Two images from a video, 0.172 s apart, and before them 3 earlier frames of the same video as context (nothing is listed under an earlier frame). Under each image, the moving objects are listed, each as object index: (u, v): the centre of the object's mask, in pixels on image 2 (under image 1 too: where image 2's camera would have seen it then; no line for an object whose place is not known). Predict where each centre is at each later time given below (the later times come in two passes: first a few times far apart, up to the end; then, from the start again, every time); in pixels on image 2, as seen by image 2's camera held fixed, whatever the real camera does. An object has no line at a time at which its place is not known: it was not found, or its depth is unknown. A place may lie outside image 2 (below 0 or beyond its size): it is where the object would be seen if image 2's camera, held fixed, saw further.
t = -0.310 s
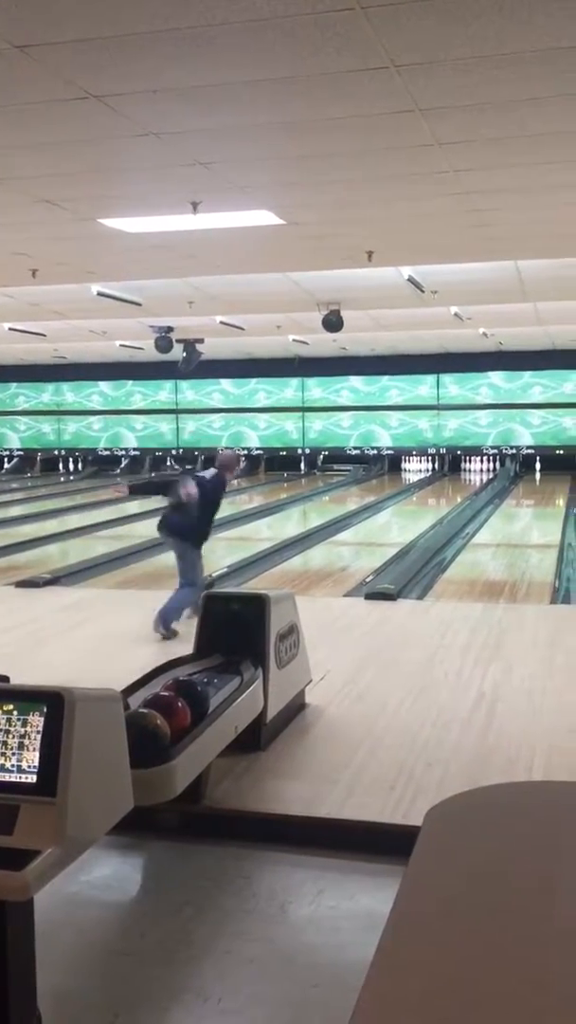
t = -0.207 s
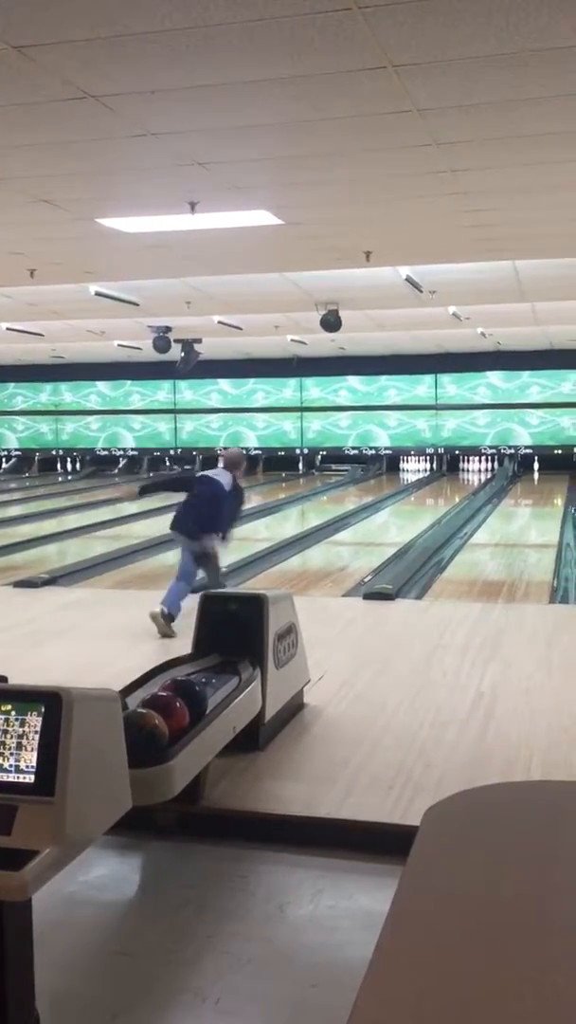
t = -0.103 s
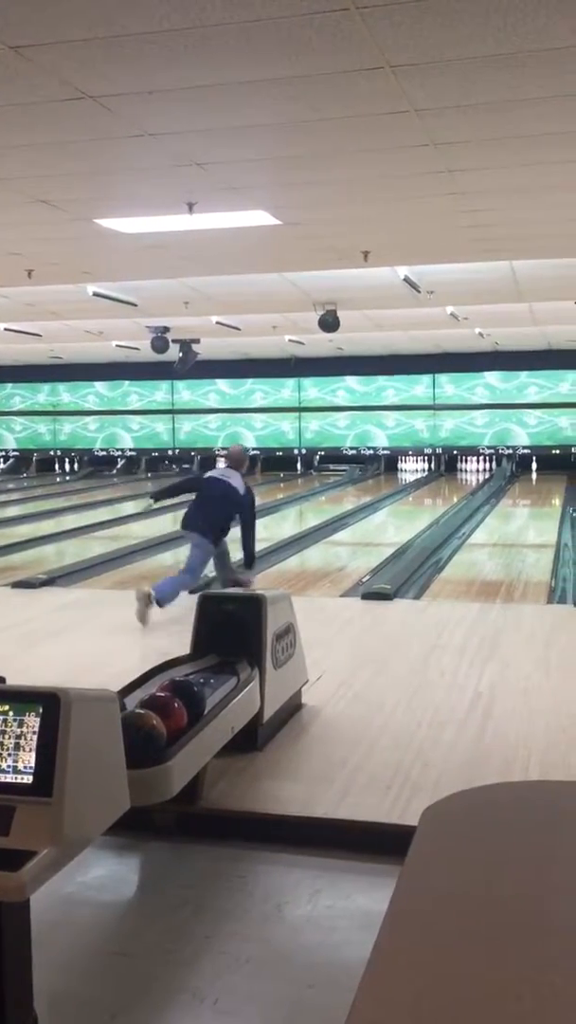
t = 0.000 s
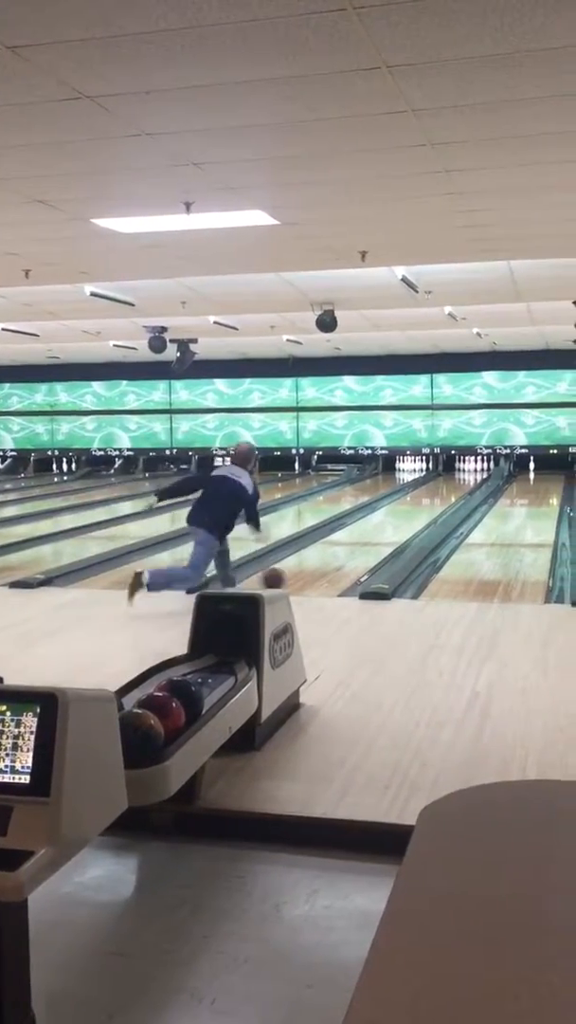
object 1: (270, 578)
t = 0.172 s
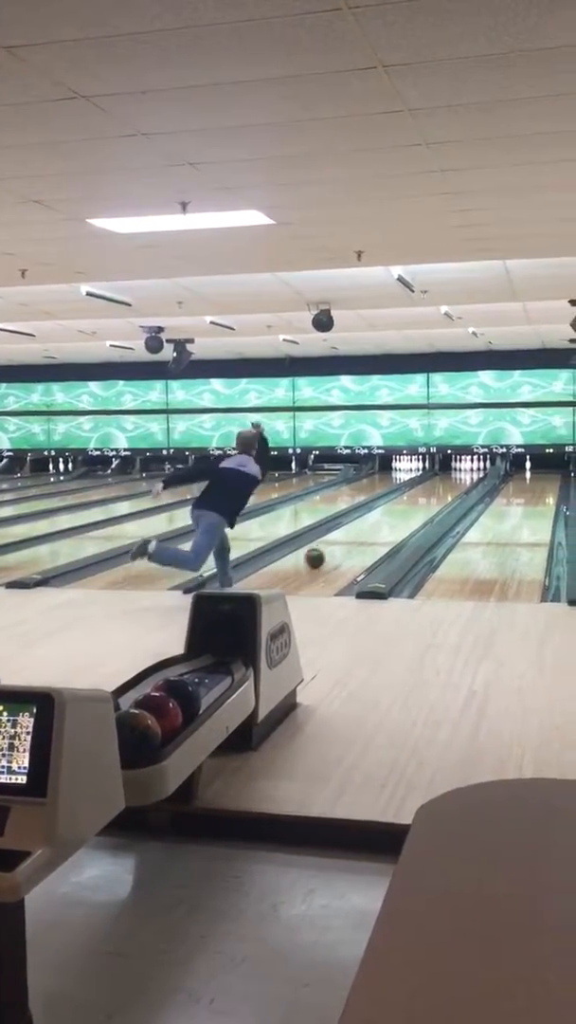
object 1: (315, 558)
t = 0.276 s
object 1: (336, 547)
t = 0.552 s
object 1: (380, 524)
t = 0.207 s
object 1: (322, 554)
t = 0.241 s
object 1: (329, 550)
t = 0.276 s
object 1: (336, 547)
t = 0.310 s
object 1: (342, 544)
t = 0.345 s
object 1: (348, 541)
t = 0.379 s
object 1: (354, 537)
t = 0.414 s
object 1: (360, 535)
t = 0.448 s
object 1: (365, 532)
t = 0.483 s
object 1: (370, 530)
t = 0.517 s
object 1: (375, 527)
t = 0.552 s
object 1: (380, 524)
